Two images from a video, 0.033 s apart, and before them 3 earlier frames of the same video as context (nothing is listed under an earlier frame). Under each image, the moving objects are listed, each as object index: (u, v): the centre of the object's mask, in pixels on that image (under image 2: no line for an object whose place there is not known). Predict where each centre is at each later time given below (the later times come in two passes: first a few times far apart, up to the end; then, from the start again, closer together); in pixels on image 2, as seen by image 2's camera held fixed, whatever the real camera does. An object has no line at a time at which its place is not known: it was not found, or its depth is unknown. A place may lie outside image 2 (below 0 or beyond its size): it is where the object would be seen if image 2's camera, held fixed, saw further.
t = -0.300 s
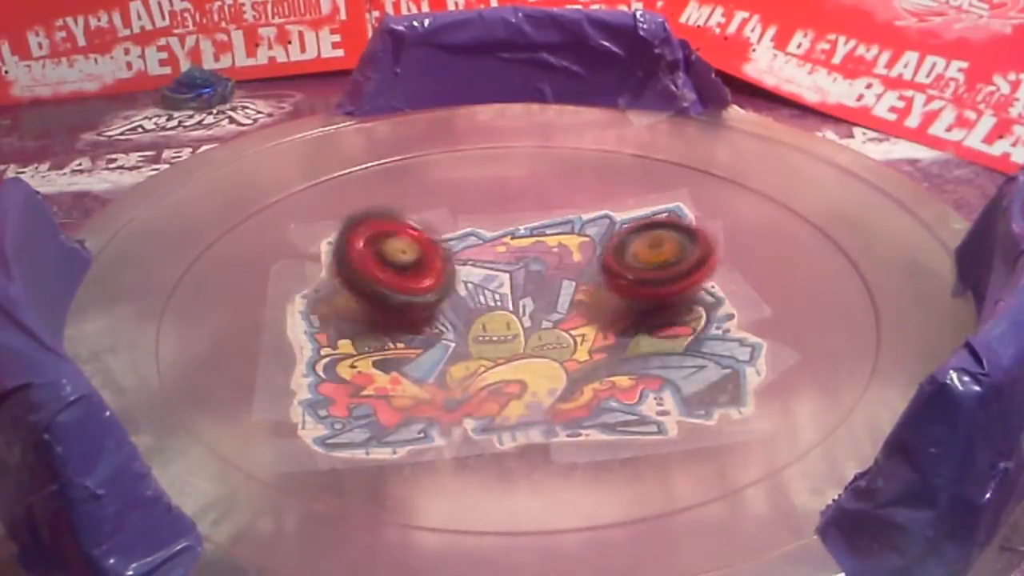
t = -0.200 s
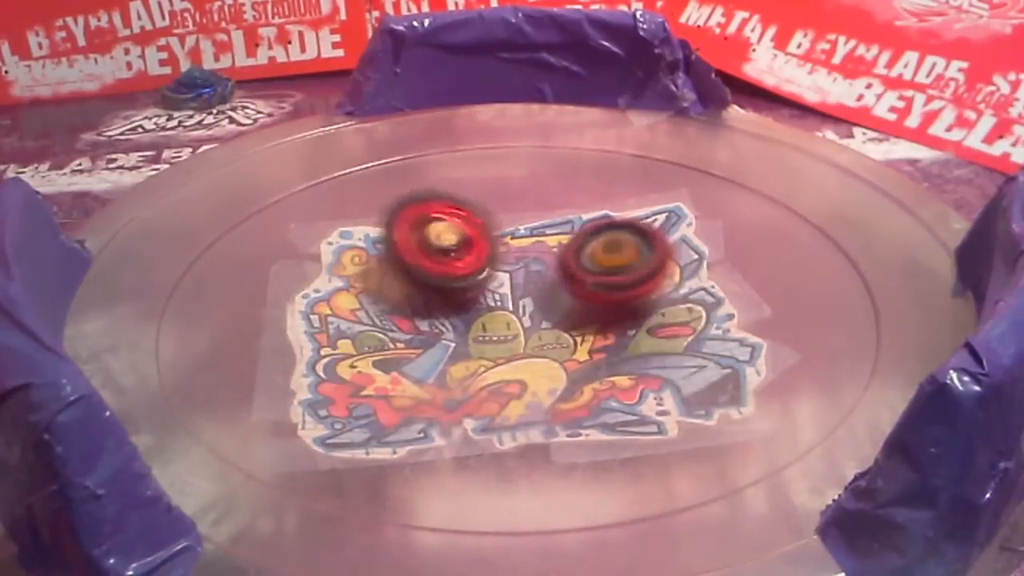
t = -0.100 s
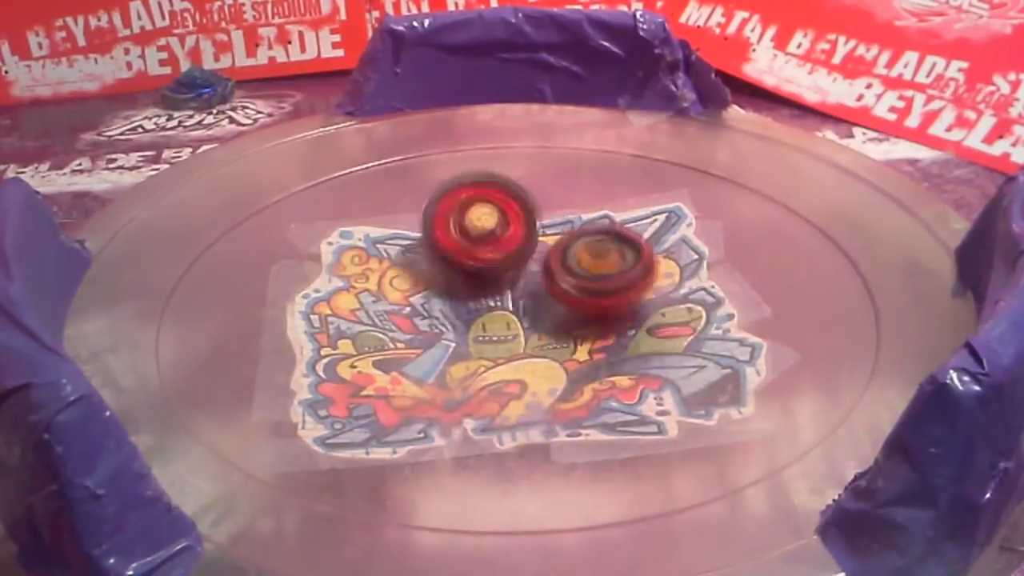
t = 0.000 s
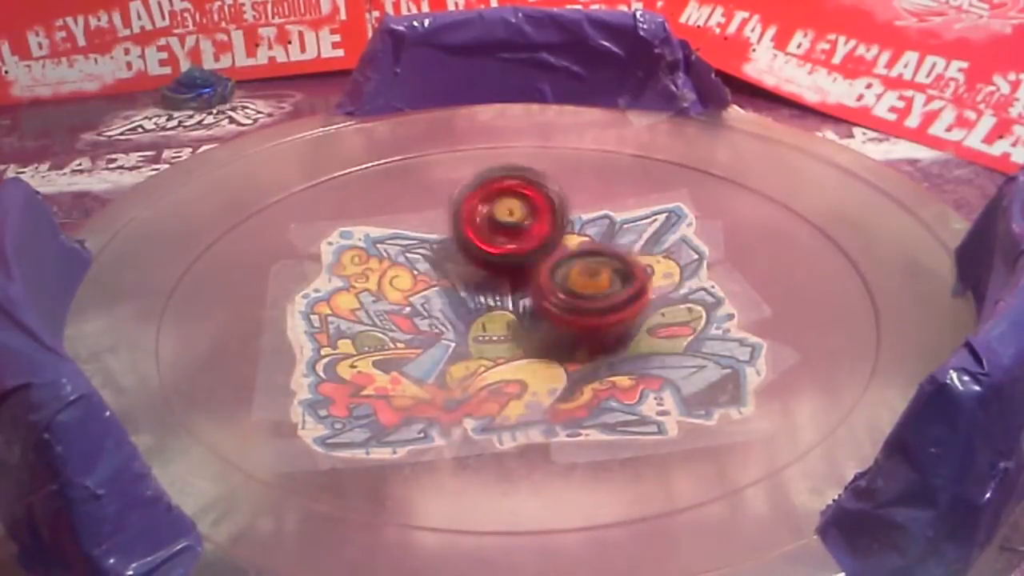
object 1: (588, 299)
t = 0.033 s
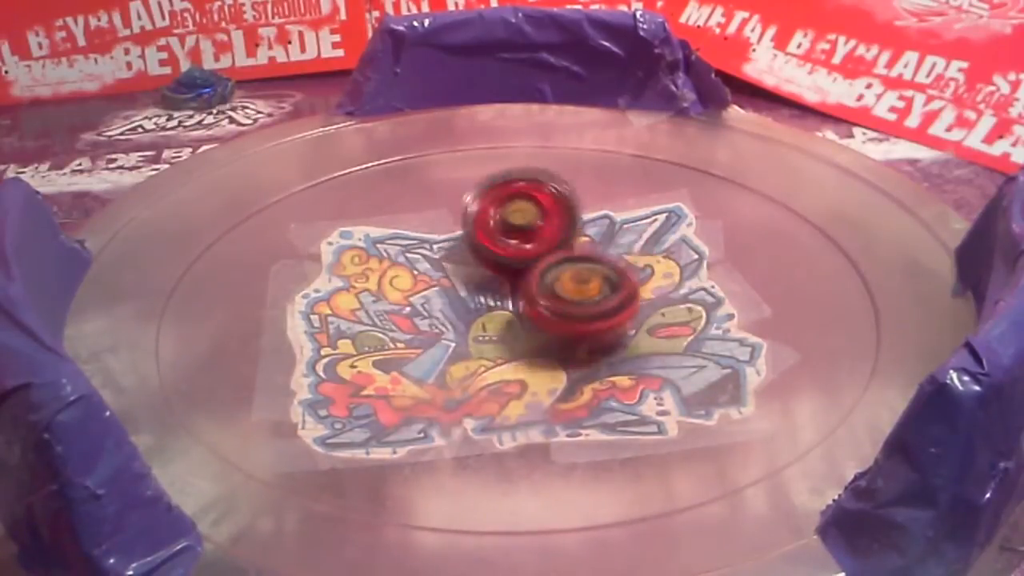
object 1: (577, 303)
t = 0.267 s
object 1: (477, 347)
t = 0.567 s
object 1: (387, 314)
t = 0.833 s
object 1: (490, 294)
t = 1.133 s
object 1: (612, 303)
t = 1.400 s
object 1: (575, 333)
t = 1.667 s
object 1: (487, 298)
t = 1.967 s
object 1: (476, 248)
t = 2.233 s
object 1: (524, 289)
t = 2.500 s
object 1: (603, 293)
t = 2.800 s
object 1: (570, 317)
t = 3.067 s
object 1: (497, 329)
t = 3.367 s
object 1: (494, 293)
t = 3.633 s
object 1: (569, 310)
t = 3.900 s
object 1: (602, 308)
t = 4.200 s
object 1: (561, 304)
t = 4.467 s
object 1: (575, 304)
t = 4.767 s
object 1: (555, 311)
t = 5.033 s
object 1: (563, 308)
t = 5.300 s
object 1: (588, 307)
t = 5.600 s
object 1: (566, 308)
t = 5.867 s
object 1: (530, 298)
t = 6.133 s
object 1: (521, 294)
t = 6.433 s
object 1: (522, 294)
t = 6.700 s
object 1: (522, 294)
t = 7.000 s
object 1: (522, 294)
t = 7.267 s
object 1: (522, 294)
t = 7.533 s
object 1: (522, 294)
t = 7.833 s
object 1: (522, 294)
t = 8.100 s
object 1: (522, 293)
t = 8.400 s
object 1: (521, 294)
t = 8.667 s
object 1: (523, 290)
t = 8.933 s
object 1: (521, 294)
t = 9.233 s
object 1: (521, 294)
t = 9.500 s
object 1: (523, 289)
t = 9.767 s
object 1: (521, 294)
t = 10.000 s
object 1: (522, 294)
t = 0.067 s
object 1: (569, 306)
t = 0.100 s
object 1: (556, 310)
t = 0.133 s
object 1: (543, 313)
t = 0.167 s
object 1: (530, 319)
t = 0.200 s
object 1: (514, 328)
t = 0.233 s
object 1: (499, 337)
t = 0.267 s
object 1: (477, 347)
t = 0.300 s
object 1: (462, 349)
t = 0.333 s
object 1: (448, 351)
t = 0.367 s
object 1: (434, 352)
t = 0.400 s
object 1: (420, 353)
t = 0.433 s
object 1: (406, 350)
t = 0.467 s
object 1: (395, 348)
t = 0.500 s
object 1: (384, 342)
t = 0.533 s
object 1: (378, 336)
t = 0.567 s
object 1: (387, 314)
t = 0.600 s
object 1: (392, 308)
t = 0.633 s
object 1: (403, 302)
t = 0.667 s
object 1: (414, 299)
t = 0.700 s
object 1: (428, 297)
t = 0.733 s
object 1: (442, 297)
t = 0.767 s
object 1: (458, 293)
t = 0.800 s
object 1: (472, 292)
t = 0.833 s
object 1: (490, 294)
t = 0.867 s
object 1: (505, 297)
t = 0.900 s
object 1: (518, 296)
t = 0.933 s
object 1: (532, 293)
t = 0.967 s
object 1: (547, 293)
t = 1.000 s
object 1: (562, 299)
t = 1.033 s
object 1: (573, 307)
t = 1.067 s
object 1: (590, 302)
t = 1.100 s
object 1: (600, 299)
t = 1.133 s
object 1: (612, 303)
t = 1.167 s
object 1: (622, 307)
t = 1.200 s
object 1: (627, 312)
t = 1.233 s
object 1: (628, 317)
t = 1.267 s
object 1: (625, 324)
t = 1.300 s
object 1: (614, 327)
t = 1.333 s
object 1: (603, 332)
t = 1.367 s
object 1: (591, 332)
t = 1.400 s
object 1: (575, 333)
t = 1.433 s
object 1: (561, 331)
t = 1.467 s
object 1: (548, 328)
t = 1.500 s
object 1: (533, 325)
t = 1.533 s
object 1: (523, 320)
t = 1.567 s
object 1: (513, 314)
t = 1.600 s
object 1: (504, 310)
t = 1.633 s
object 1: (496, 305)
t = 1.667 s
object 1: (487, 298)
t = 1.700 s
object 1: (479, 292)
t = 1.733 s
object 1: (472, 287)
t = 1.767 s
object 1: (466, 278)
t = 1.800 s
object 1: (461, 273)
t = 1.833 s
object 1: (459, 267)
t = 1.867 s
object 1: (460, 261)
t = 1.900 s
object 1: (461, 255)
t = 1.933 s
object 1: (467, 250)
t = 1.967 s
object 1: (476, 248)
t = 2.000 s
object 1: (485, 251)
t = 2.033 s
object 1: (496, 253)
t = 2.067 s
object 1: (506, 255)
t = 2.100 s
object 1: (512, 260)
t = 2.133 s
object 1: (517, 266)
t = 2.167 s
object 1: (522, 278)
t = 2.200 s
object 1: (523, 283)
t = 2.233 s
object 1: (524, 289)
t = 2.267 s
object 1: (525, 295)
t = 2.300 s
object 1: (526, 302)
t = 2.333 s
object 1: (540, 298)
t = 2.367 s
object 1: (558, 291)
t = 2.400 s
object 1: (569, 288)
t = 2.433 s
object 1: (581, 288)
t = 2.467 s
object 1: (593, 290)
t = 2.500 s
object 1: (603, 293)
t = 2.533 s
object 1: (613, 287)
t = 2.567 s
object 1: (620, 290)
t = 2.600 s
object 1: (624, 295)
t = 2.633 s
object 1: (622, 302)
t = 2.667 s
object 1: (616, 308)
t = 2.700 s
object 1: (607, 310)
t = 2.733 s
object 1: (593, 313)
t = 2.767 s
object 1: (582, 316)
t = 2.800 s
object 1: (570, 317)
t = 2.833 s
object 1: (560, 319)
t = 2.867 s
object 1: (559, 321)
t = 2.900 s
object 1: (551, 327)
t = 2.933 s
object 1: (541, 329)
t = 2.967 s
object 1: (531, 332)
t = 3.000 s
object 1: (519, 333)
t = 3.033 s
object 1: (508, 333)
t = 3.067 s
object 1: (497, 329)
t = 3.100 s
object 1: (487, 326)
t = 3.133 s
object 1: (480, 324)
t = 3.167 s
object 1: (475, 316)
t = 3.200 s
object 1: (472, 311)
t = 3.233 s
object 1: (471, 306)
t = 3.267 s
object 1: (474, 298)
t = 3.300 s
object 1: (478, 293)
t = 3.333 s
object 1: (485, 292)
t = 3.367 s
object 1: (494, 293)
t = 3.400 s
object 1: (506, 296)
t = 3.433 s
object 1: (520, 295)
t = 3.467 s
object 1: (528, 298)
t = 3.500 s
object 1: (534, 300)
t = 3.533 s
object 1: (540, 301)
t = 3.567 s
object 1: (554, 303)
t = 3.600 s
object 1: (564, 307)
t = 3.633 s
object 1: (569, 310)
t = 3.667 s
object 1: (575, 304)
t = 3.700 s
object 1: (585, 303)
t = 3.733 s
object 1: (593, 304)
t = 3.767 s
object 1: (595, 311)
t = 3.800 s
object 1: (602, 300)
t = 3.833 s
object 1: (603, 301)
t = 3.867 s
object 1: (603, 302)
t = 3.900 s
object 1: (602, 308)
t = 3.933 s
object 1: (601, 308)
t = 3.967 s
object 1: (595, 310)
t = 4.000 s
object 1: (592, 303)
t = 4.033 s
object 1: (586, 304)
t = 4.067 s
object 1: (577, 308)
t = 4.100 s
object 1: (571, 307)
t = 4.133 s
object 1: (565, 307)
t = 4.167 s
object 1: (555, 304)
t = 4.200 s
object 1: (561, 304)
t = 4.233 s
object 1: (571, 303)
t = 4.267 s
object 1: (574, 305)
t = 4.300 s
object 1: (573, 305)
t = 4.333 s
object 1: (575, 307)
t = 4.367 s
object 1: (578, 305)
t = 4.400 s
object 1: (577, 303)
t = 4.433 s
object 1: (574, 307)
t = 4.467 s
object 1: (575, 304)
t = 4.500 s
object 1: (572, 305)
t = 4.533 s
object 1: (567, 307)
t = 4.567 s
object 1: (562, 309)
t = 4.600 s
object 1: (559, 309)
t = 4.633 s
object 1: (559, 308)
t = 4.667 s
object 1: (564, 309)
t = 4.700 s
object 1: (560, 305)
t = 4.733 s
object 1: (557, 310)
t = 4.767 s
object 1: (555, 311)
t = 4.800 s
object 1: (554, 311)
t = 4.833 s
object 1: (559, 311)
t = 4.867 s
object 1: (562, 310)
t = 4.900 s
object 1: (569, 314)
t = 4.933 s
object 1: (570, 310)
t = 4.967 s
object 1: (567, 308)
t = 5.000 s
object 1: (564, 307)
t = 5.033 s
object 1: (563, 308)
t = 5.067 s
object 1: (562, 307)
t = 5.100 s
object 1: (563, 306)
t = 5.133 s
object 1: (564, 306)
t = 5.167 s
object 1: (563, 306)
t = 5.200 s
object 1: (570, 307)
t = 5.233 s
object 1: (581, 308)
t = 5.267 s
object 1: (587, 306)
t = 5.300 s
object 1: (588, 307)
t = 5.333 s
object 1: (584, 306)
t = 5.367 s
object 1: (569, 311)
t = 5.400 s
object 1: (563, 308)
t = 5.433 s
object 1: (561, 306)
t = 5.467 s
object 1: (563, 306)
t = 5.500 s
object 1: (564, 307)
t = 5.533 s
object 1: (566, 307)
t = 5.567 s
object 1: (568, 308)
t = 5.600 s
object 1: (566, 308)
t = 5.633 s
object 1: (564, 306)
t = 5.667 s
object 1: (561, 308)
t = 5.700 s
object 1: (553, 311)
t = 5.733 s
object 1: (551, 308)
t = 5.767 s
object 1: (545, 306)
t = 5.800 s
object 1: (541, 304)
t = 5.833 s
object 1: (537, 300)
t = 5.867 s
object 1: (530, 298)
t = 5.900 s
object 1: (525, 295)
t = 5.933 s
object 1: (523, 290)
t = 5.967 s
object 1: (522, 295)
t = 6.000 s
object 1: (521, 296)
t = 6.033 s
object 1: (521, 296)
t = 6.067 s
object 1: (521, 297)
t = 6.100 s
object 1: (521, 294)
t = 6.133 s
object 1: (521, 294)
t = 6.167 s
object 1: (521, 294)
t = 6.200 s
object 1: (521, 294)
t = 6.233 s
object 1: (522, 294)
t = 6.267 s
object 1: (523, 291)
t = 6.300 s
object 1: (522, 294)
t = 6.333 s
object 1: (522, 294)
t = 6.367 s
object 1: (522, 294)
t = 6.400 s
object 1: (522, 294)
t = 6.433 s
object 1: (522, 294)
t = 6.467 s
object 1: (522, 294)
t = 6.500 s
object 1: (522, 294)
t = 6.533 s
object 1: (521, 294)
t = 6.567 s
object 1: (521, 294)
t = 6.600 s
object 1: (521, 295)
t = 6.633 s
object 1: (521, 295)
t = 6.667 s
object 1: (521, 294)
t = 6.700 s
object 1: (522, 294)
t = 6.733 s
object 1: (522, 293)
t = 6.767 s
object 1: (522, 293)
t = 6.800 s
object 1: (522, 293)
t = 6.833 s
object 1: (521, 294)
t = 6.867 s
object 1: (521, 294)
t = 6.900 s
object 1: (521, 295)
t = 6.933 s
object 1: (521, 294)
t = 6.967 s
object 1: (521, 294)
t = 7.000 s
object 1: (522, 294)
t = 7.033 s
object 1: (522, 293)
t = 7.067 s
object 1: (522, 294)
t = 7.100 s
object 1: (522, 295)
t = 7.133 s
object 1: (522, 295)
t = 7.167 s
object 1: (522, 295)
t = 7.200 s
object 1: (522, 295)
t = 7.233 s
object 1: (522, 295)
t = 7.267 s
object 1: (522, 294)
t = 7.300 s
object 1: (521, 295)
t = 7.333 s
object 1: (521, 294)
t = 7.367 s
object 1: (521, 295)
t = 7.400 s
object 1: (521, 295)
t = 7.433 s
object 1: (521, 294)
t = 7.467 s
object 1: (521, 294)
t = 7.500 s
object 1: (521, 294)
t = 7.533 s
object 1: (522, 294)
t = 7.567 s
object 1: (522, 294)
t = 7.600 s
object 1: (521, 294)
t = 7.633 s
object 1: (521, 294)
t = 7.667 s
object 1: (521, 295)
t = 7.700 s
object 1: (521, 295)
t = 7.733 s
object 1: (521, 294)
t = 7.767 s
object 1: (522, 294)
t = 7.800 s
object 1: (522, 294)
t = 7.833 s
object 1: (522, 294)
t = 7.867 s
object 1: (523, 290)
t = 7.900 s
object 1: (523, 289)
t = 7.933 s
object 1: (523, 289)
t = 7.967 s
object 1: (523, 289)
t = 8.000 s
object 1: (523, 292)
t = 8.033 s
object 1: (523, 292)
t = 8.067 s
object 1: (522, 293)
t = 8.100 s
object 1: (522, 293)
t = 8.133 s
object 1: (521, 293)
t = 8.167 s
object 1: (521, 294)
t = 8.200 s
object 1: (521, 295)
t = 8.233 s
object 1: (521, 294)
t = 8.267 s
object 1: (521, 294)
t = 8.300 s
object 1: (522, 294)
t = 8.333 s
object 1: (522, 293)
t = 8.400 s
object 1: (521, 294)
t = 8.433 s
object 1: (521, 294)
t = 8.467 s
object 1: (521, 294)
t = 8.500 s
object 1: (521, 292)
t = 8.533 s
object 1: (521, 295)
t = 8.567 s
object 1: (522, 294)
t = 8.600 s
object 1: (522, 295)
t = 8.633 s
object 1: (522, 294)
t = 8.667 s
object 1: (523, 290)
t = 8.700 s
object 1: (523, 289)
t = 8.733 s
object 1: (523, 289)
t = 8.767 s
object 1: (523, 289)
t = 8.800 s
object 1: (523, 289)
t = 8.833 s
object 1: (523, 290)
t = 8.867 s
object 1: (522, 294)
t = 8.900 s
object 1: (522, 291)
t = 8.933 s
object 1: (521, 294)
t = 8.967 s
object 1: (521, 294)
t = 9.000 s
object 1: (521, 294)
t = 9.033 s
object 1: (522, 294)
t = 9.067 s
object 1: (521, 294)
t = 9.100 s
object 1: (521, 294)
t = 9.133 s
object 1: (521, 294)
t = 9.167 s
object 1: (521, 294)
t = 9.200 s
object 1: (521, 293)
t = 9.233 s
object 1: (521, 294)
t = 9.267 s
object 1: (521, 294)
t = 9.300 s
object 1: (521, 294)
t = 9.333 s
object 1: (521, 294)
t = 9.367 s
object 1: (522, 294)
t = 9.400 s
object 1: (522, 290)
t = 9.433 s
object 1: (522, 293)
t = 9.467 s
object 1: (523, 289)
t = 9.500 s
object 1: (523, 289)
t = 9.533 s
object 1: (523, 289)
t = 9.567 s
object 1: (523, 289)
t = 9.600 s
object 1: (523, 289)
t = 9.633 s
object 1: (522, 293)
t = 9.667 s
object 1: (522, 293)
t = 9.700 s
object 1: (522, 294)
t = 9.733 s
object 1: (521, 294)
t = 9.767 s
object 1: (521, 294)
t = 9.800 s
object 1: (522, 294)
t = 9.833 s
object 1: (522, 294)
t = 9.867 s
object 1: (522, 294)
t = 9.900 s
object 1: (522, 293)
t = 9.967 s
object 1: (522, 294)
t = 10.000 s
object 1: (522, 294)
